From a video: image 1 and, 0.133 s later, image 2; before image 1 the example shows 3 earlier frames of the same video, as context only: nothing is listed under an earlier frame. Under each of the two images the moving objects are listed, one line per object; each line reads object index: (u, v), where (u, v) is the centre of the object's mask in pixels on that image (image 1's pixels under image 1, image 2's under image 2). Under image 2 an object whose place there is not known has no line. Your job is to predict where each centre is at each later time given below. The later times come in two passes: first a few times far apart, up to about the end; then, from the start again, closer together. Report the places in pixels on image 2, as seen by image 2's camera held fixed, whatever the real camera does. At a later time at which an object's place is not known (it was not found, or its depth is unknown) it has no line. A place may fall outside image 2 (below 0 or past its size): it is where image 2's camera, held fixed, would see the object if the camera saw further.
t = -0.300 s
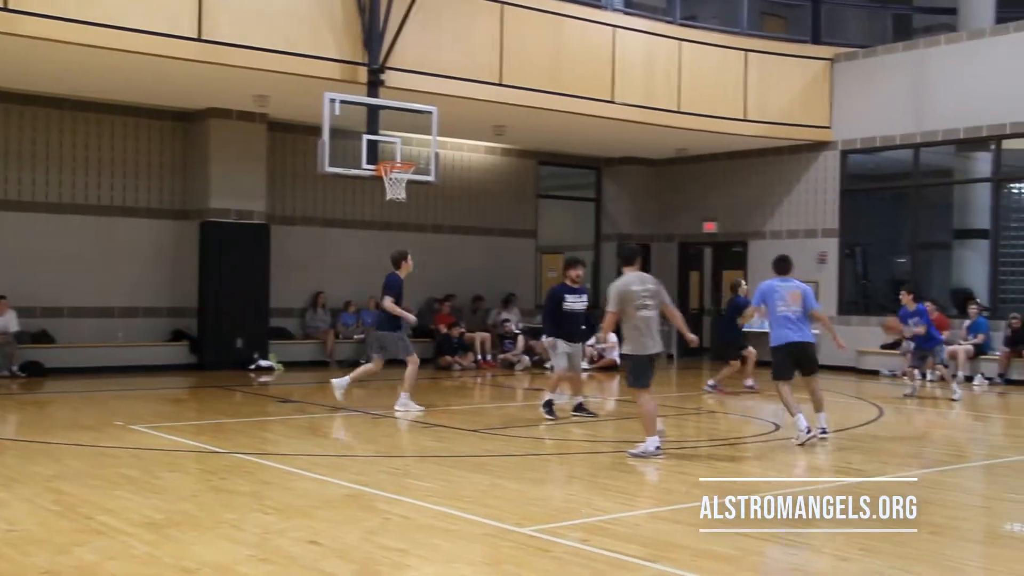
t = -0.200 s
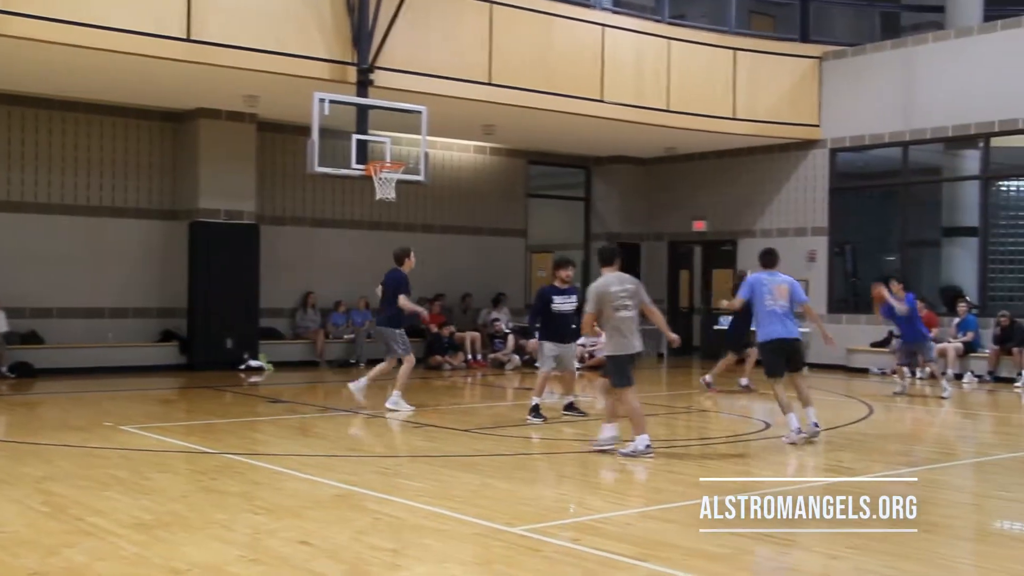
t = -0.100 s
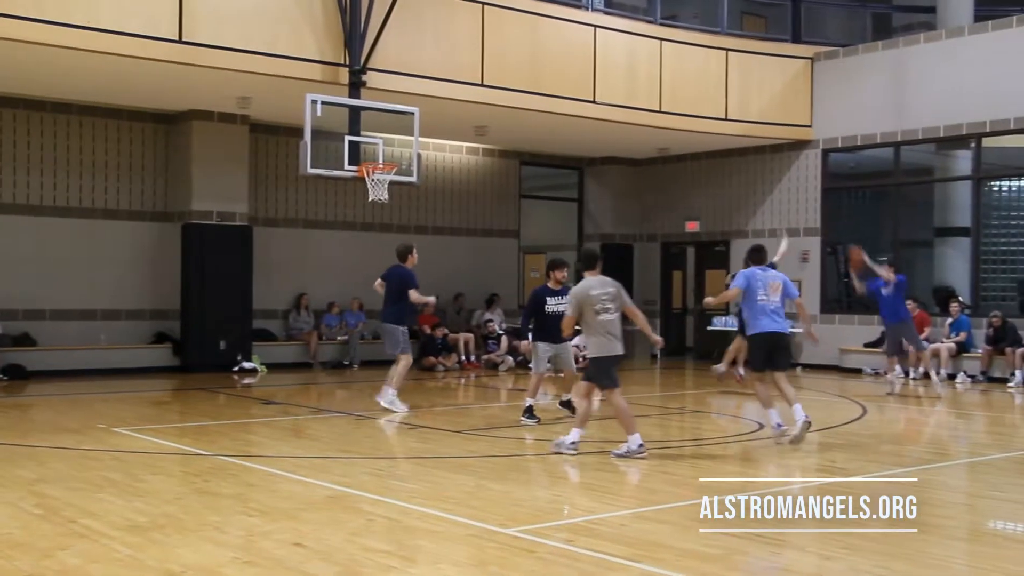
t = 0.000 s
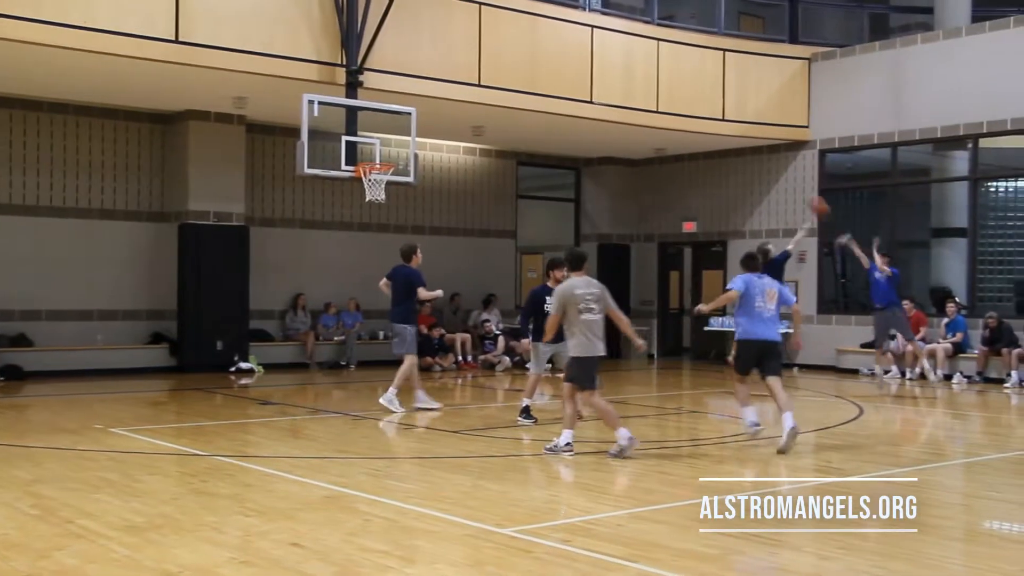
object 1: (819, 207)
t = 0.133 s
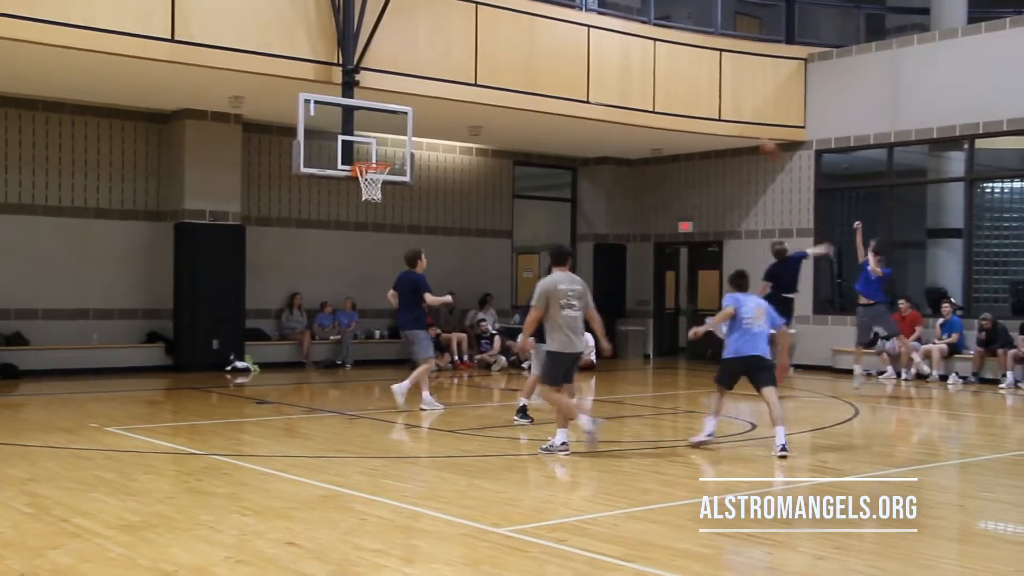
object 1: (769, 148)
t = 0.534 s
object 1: (620, 49)
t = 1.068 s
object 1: (433, 90)
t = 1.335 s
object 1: (390, 157)
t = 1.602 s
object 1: (393, 124)
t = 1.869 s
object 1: (397, 144)
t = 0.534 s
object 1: (620, 49)
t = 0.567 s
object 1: (608, 46)
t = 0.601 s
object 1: (596, 43)
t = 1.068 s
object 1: (433, 90)
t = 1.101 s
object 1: (421, 100)
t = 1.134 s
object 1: (411, 109)
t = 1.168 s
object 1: (397, 121)
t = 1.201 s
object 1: (392, 127)
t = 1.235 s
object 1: (391, 136)
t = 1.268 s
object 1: (391, 144)
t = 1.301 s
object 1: (390, 152)
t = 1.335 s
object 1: (390, 157)
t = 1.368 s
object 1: (390, 149)
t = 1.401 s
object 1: (391, 144)
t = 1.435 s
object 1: (391, 139)
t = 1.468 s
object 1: (392, 135)
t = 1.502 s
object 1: (392, 130)
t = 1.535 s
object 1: (393, 127)
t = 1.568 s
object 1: (393, 125)
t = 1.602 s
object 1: (393, 124)
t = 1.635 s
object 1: (394, 124)
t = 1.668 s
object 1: (394, 124)
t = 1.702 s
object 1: (395, 124)
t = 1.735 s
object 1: (395, 125)
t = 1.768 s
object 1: (396, 128)
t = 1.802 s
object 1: (397, 132)
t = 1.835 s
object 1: (397, 138)
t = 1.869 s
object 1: (397, 144)
